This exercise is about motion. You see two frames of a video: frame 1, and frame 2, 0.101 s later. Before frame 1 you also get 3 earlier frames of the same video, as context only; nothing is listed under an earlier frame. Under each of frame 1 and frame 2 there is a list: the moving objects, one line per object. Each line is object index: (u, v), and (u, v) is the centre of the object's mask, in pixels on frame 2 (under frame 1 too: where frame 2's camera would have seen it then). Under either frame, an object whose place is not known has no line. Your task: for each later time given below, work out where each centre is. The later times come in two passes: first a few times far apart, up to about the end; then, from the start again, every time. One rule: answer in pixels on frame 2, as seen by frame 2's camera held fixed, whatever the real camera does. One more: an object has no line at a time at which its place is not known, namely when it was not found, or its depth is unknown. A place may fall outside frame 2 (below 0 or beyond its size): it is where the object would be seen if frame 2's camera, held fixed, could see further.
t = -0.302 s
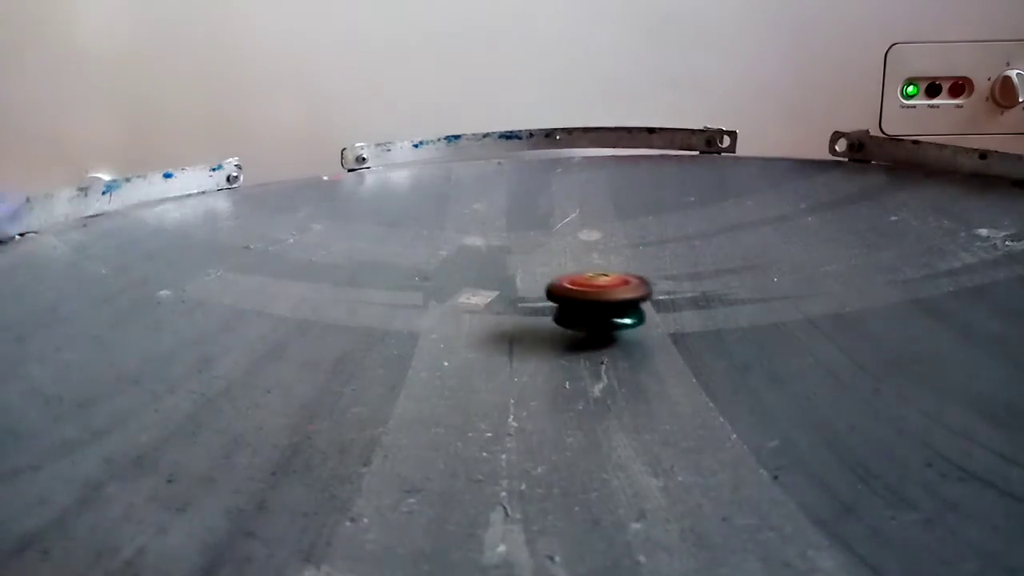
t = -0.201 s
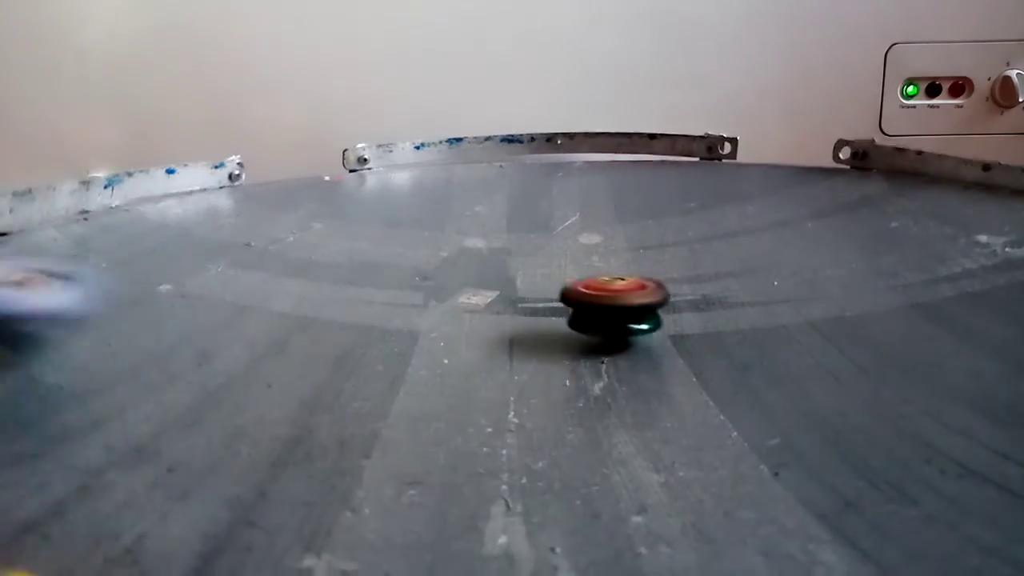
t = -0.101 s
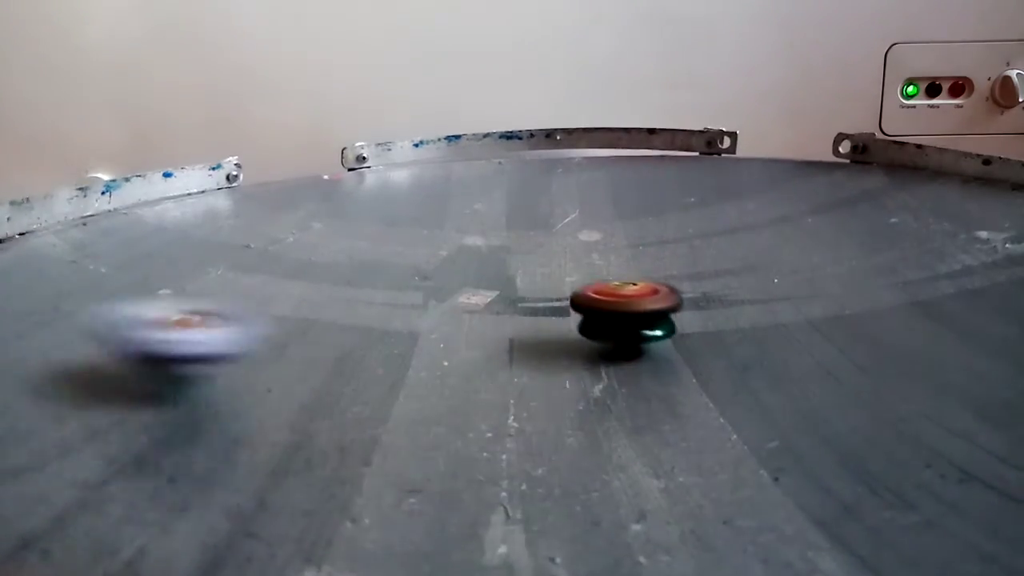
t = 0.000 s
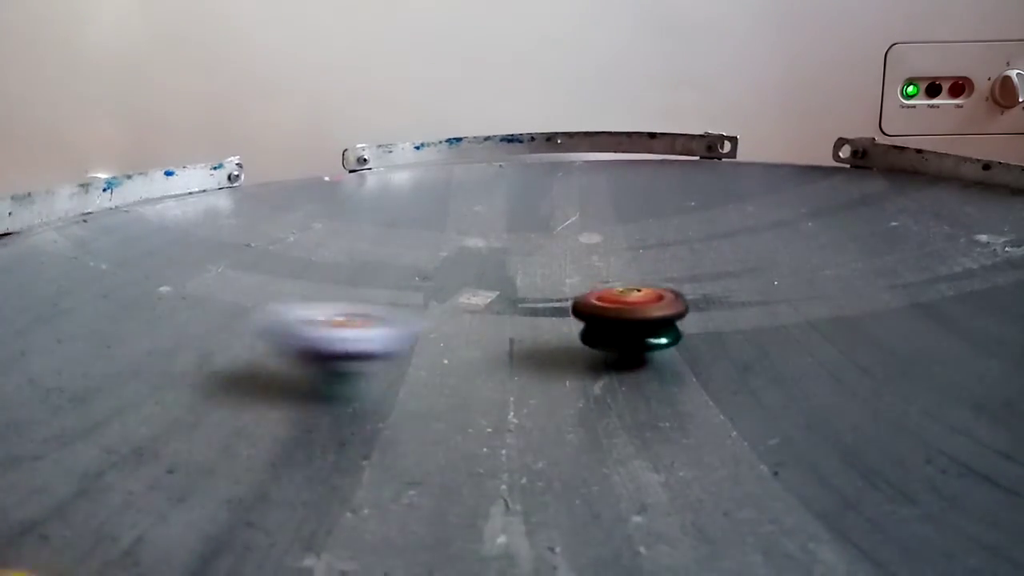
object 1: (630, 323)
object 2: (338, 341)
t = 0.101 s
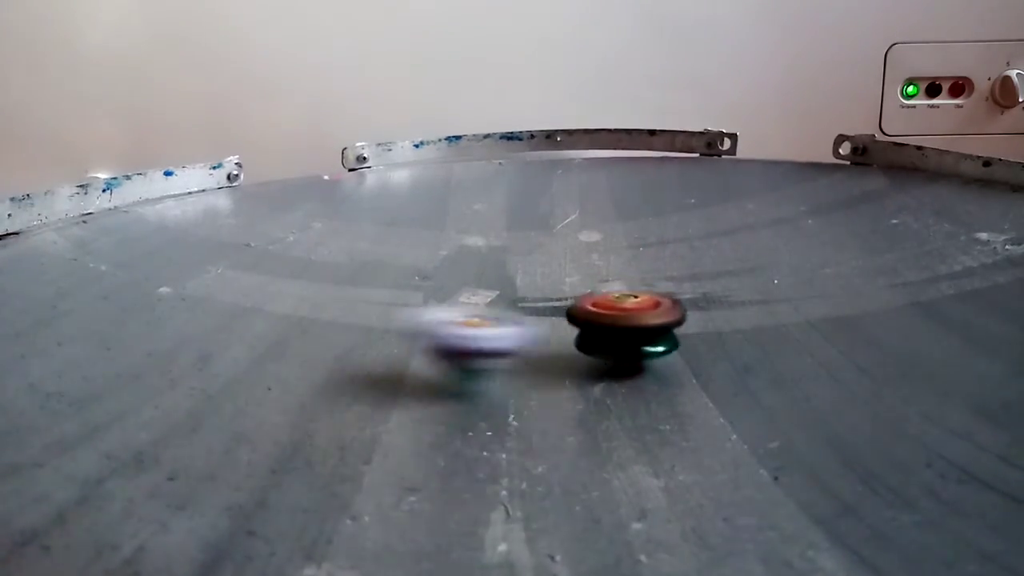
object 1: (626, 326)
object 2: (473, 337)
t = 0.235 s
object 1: (658, 297)
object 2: (546, 383)
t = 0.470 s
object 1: (701, 261)
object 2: (576, 501)
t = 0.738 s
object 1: (712, 243)
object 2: (420, 489)
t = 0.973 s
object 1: (676, 243)
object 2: (510, 396)
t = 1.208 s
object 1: (611, 245)
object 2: (659, 334)
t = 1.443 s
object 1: (543, 250)
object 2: (798, 292)
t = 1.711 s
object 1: (473, 258)
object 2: (900, 273)
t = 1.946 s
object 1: (422, 268)
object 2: (824, 294)
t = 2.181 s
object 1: (388, 283)
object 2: (635, 291)
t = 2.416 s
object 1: (378, 303)
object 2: (528, 253)
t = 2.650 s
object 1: (405, 327)
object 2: (515, 217)
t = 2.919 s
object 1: (483, 344)
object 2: (569, 204)
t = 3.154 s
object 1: (579, 353)
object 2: (593, 226)
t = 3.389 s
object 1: (675, 349)
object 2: (524, 269)
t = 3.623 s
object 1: (744, 336)
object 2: (381, 284)
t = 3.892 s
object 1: (762, 315)
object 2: (294, 269)
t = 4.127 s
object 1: (726, 298)
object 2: (359, 266)
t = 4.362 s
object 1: (662, 287)
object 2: (478, 289)
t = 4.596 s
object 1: (593, 269)
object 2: (590, 325)
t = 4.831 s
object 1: (523, 271)
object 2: (649, 367)
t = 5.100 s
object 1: (458, 264)
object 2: (610, 396)
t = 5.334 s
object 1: (415, 265)
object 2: (530, 377)
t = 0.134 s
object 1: (623, 328)
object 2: (510, 338)
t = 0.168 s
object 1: (634, 321)
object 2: (527, 352)
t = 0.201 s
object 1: (646, 309)
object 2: (537, 365)
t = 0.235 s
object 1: (658, 297)
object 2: (546, 383)
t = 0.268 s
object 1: (668, 288)
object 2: (558, 398)
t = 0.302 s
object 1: (676, 281)
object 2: (564, 416)
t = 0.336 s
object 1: (681, 276)
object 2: (571, 435)
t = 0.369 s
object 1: (686, 272)
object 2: (575, 457)
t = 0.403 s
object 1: (691, 268)
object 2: (581, 471)
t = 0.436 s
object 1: (696, 265)
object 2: (581, 486)
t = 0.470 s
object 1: (701, 261)
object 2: (576, 501)
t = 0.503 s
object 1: (705, 258)
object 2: (567, 512)
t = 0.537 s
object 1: (709, 255)
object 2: (550, 521)
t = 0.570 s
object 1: (711, 253)
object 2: (533, 527)
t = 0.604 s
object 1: (712, 251)
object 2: (504, 524)
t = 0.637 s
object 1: (714, 249)
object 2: (473, 517)
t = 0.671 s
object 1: (714, 247)
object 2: (451, 510)
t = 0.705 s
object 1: (714, 244)
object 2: (432, 502)
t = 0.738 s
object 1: (712, 243)
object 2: (420, 489)
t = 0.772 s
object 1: (711, 242)
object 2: (418, 477)
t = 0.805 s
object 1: (707, 242)
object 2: (425, 460)
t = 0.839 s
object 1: (703, 241)
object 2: (436, 446)
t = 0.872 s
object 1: (696, 241)
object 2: (450, 432)
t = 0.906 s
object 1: (690, 242)
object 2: (469, 420)
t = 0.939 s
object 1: (683, 242)
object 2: (489, 408)
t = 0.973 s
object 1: (676, 243)
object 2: (510, 396)
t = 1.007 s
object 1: (669, 243)
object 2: (530, 386)
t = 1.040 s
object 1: (660, 243)
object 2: (551, 375)
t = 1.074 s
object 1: (651, 243)
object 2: (574, 365)
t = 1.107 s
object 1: (641, 243)
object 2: (596, 358)
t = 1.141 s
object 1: (631, 243)
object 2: (618, 350)
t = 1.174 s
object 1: (621, 244)
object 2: (638, 343)
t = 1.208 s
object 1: (611, 245)
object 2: (659, 334)
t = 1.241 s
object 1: (601, 246)
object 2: (679, 328)
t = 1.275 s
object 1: (592, 246)
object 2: (700, 321)
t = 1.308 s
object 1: (582, 247)
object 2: (719, 317)
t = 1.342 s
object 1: (572, 248)
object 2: (740, 309)
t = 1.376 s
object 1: (563, 249)
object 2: (760, 303)
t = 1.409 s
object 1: (553, 250)
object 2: (778, 297)
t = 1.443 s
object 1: (543, 250)
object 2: (798, 292)
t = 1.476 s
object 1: (533, 252)
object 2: (816, 288)
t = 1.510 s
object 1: (524, 253)
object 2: (834, 283)
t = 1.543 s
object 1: (514, 254)
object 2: (850, 280)
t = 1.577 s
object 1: (505, 255)
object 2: (865, 277)
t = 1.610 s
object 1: (498, 256)
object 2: (878, 274)
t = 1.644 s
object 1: (489, 256)
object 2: (889, 273)
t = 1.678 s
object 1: (481, 257)
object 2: (896, 273)
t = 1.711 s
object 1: (473, 258)
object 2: (900, 273)
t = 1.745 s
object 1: (465, 260)
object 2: (901, 275)
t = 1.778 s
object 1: (456, 261)
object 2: (898, 278)
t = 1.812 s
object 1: (448, 262)
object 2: (892, 281)
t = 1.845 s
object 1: (441, 264)
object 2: (880, 284)
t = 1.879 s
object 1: (435, 265)
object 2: (864, 287)
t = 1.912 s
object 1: (429, 266)
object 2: (845, 291)
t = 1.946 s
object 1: (422, 268)
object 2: (824, 294)
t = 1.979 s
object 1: (416, 269)
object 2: (800, 297)
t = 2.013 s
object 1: (410, 271)
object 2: (772, 299)
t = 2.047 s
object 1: (405, 274)
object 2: (741, 300)
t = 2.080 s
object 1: (400, 277)
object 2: (710, 299)
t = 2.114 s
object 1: (396, 278)
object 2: (686, 297)
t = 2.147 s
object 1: (392, 280)
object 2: (658, 295)
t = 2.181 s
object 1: (388, 283)
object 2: (635, 291)
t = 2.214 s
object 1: (384, 285)
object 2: (613, 286)
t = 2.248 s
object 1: (381, 288)
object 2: (592, 282)
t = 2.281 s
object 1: (379, 290)
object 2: (575, 276)
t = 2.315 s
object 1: (377, 293)
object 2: (559, 271)
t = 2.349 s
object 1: (376, 296)
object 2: (548, 266)
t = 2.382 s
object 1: (377, 299)
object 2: (537, 259)
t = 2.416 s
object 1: (378, 303)
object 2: (528, 253)
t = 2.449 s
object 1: (380, 307)
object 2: (522, 246)
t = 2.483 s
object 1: (383, 310)
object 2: (517, 240)
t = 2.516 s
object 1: (386, 314)
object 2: (514, 234)
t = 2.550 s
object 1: (389, 317)
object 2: (513, 229)
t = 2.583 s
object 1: (392, 320)
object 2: (512, 225)
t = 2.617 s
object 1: (398, 323)
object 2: (512, 221)
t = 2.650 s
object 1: (405, 327)
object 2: (515, 217)
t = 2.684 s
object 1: (414, 330)
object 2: (520, 213)
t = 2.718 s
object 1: (422, 332)
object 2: (524, 211)
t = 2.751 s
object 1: (432, 336)
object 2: (529, 208)
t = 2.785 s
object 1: (441, 337)
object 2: (536, 205)
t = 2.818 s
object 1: (451, 339)
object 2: (545, 204)
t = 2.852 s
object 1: (461, 340)
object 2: (552, 202)
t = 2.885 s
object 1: (472, 342)
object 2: (561, 202)
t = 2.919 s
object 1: (483, 344)
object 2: (569, 204)
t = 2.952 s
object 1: (495, 345)
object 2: (578, 206)
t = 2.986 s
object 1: (508, 347)
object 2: (586, 210)
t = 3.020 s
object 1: (522, 349)
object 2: (589, 210)
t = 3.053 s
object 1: (536, 350)
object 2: (591, 212)
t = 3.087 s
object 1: (550, 351)
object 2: (592, 216)
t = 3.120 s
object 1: (565, 352)
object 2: (593, 221)
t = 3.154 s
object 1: (579, 353)
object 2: (593, 226)
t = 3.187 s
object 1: (593, 353)
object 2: (591, 233)
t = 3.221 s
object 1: (608, 353)
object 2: (586, 239)
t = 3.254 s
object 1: (622, 352)
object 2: (578, 245)
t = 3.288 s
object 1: (635, 352)
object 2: (568, 252)
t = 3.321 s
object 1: (649, 351)
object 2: (554, 259)
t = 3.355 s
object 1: (662, 350)
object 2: (542, 264)
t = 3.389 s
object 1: (675, 349)
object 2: (524, 269)
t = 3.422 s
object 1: (688, 347)
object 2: (506, 273)
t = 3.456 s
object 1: (700, 346)
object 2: (486, 277)
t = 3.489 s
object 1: (710, 344)
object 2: (464, 281)
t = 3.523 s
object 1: (720, 343)
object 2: (446, 283)
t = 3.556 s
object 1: (730, 341)
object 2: (425, 284)
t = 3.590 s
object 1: (737, 338)
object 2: (404, 285)
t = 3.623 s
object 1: (744, 336)
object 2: (381, 284)
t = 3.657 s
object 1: (749, 334)
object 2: (363, 283)
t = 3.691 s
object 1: (754, 331)
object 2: (346, 282)
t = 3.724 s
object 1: (758, 328)
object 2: (330, 280)
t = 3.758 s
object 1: (760, 325)
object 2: (317, 278)
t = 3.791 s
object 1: (762, 322)
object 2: (305, 276)
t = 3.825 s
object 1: (763, 320)
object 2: (297, 273)
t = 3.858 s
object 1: (763, 317)
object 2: (293, 271)
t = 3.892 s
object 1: (762, 315)
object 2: (294, 269)
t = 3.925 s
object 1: (759, 312)
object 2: (297, 266)
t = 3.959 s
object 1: (755, 309)
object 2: (302, 265)
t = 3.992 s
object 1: (752, 307)
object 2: (310, 264)
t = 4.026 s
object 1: (746, 304)
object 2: (320, 264)
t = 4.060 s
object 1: (741, 301)
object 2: (332, 264)
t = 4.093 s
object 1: (734, 299)
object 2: (345, 265)
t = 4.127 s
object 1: (726, 298)
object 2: (359, 266)
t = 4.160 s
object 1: (719, 296)
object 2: (374, 268)
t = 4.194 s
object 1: (710, 294)
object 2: (391, 271)
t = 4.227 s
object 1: (700, 293)
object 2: (408, 274)
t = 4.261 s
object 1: (691, 292)
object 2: (425, 276)
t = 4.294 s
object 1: (682, 290)
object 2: (443, 281)
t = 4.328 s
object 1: (672, 288)
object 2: (461, 284)
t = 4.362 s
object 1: (662, 287)
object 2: (478, 289)
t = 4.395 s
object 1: (652, 286)
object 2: (496, 294)
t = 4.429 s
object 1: (641, 285)
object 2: (512, 298)
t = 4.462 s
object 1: (630, 283)
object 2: (529, 303)
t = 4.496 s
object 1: (624, 278)
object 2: (545, 309)
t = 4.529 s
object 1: (615, 273)
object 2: (561, 313)
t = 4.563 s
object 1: (604, 269)
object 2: (576, 319)
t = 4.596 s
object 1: (593, 269)
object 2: (590, 325)
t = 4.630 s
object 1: (582, 272)
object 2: (602, 331)
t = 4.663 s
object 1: (572, 273)
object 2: (614, 337)
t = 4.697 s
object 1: (562, 275)
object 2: (625, 344)
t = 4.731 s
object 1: (552, 276)
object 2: (633, 349)
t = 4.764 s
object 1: (542, 274)
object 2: (639, 356)
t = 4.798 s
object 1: (532, 272)
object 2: (646, 362)
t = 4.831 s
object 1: (523, 271)
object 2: (649, 367)
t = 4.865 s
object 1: (513, 270)
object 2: (650, 372)
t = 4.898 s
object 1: (505, 269)
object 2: (651, 376)
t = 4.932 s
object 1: (496, 268)
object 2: (653, 381)
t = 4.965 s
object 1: (489, 266)
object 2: (651, 385)
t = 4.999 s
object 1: (481, 264)
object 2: (643, 389)
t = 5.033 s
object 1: (473, 264)
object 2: (633, 393)
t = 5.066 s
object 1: (466, 264)
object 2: (621, 394)
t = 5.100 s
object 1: (458, 264)
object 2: (610, 396)
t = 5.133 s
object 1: (451, 264)
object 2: (598, 397)
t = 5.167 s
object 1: (444, 264)
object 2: (584, 396)
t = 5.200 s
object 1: (437, 264)
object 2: (568, 394)
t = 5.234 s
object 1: (431, 264)
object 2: (554, 391)
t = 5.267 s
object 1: (426, 265)
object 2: (545, 387)
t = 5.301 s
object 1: (420, 265)
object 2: (536, 382)
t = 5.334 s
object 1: (415, 265)
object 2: (530, 377)
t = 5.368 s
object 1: (410, 266)
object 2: (525, 372)
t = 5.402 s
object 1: (406, 268)
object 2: (521, 366)
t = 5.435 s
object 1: (401, 269)
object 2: (520, 359)
